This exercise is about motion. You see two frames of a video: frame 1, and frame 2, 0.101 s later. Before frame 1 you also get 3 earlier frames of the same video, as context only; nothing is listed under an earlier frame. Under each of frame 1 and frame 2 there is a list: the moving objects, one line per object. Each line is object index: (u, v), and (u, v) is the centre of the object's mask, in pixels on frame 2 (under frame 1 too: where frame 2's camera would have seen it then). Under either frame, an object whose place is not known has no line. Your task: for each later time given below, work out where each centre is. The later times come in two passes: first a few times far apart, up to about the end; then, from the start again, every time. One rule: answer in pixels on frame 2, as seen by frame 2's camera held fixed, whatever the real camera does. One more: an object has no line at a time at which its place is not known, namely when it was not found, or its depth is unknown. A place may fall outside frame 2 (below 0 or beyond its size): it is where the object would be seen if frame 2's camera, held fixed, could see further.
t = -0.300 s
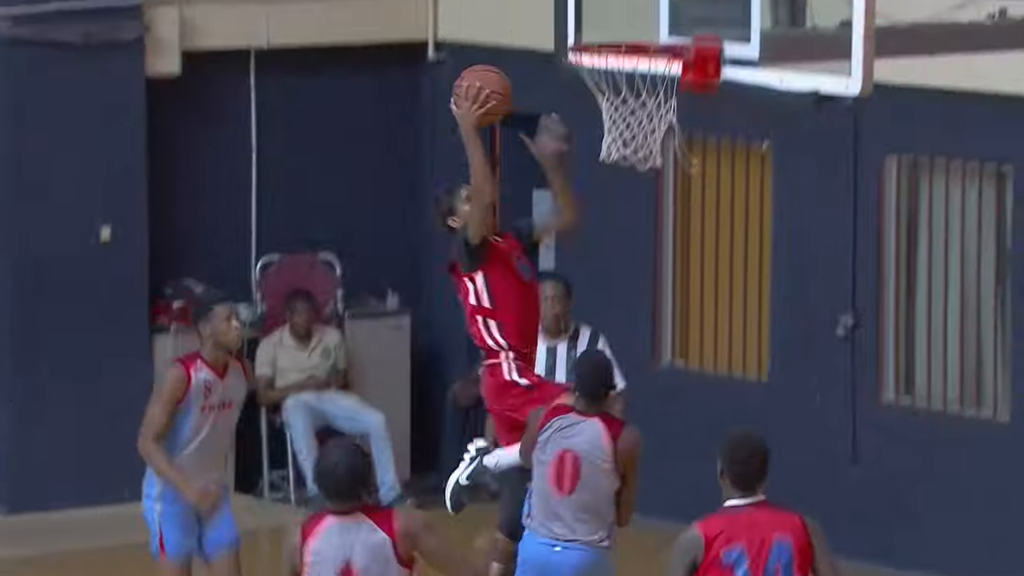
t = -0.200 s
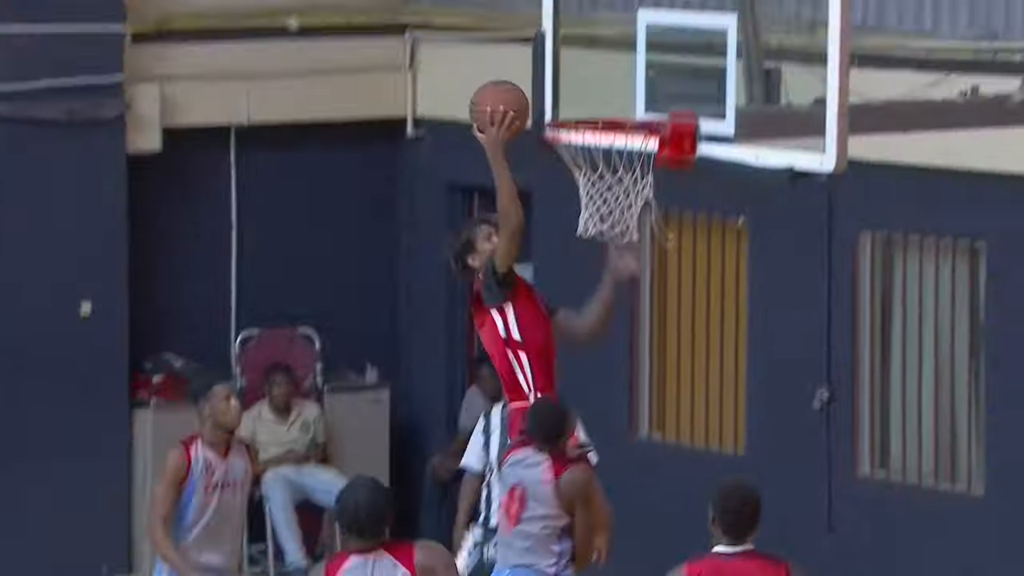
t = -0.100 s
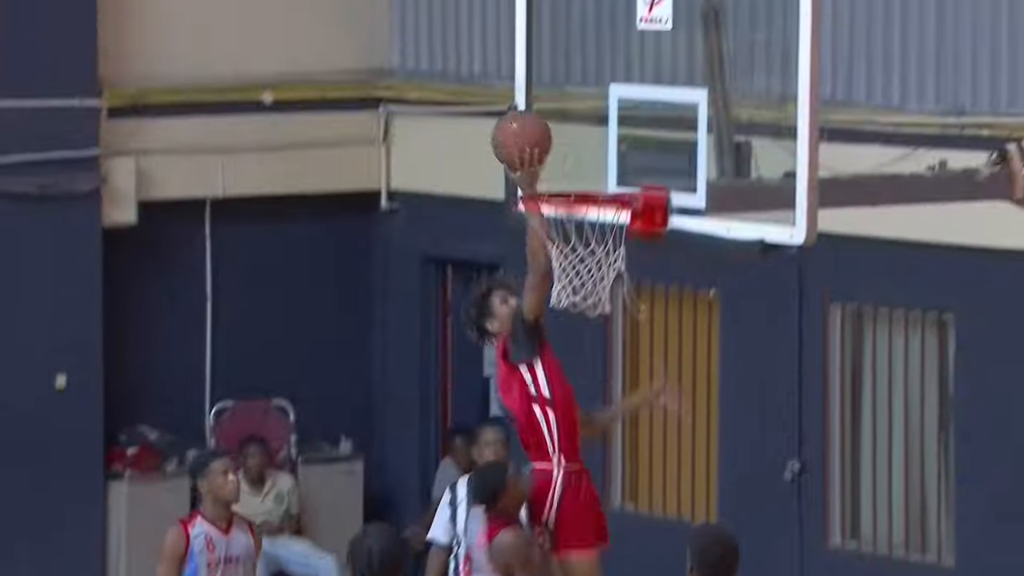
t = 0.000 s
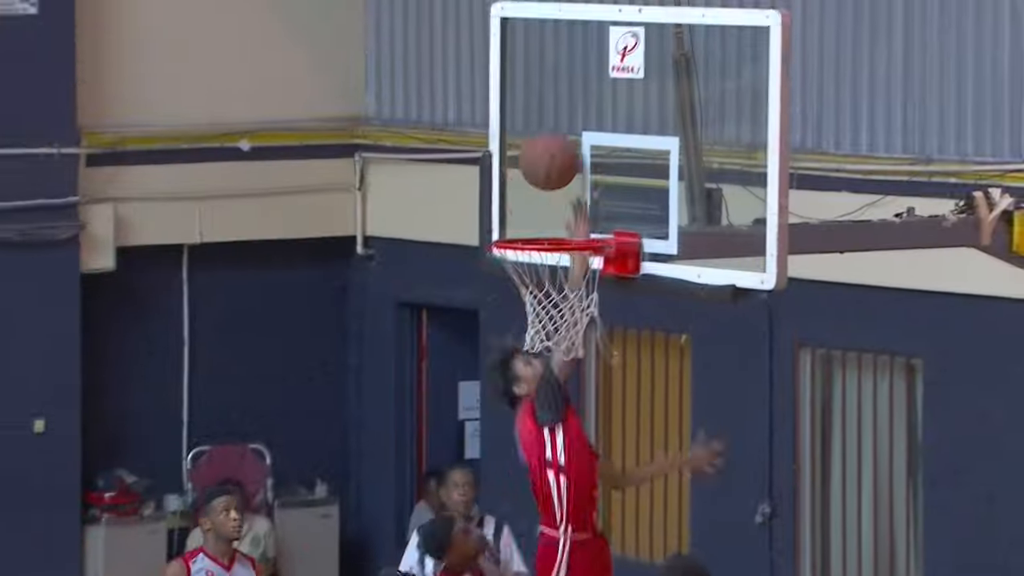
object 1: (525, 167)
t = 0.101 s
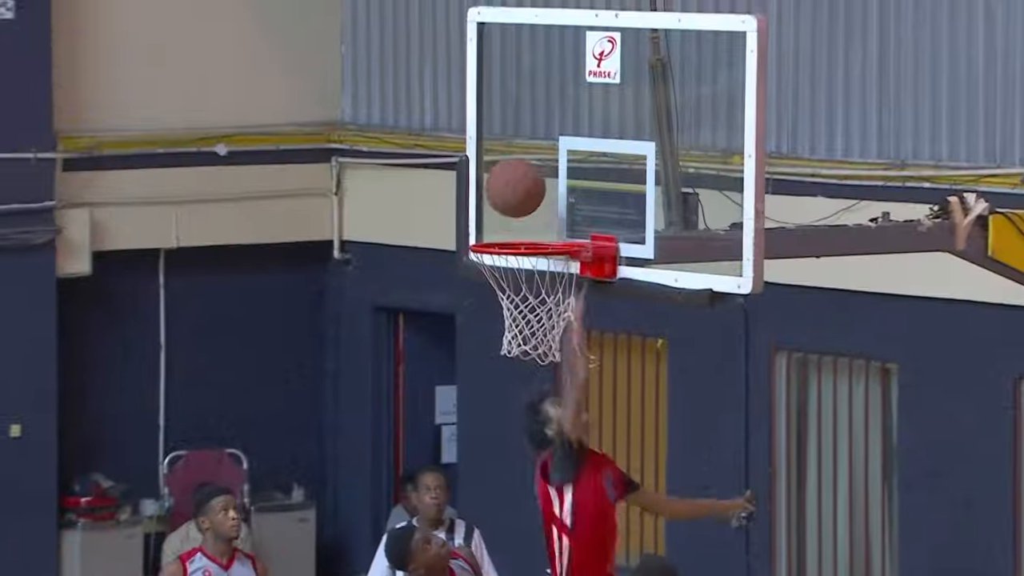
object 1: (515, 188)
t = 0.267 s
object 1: (516, 228)
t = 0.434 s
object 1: (536, 265)
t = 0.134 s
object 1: (511, 201)
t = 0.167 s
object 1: (507, 216)
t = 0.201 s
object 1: (509, 220)
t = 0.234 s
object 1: (512, 223)
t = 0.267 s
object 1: (516, 228)
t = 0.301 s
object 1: (519, 241)
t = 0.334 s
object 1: (522, 249)
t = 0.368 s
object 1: (527, 257)
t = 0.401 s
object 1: (532, 258)
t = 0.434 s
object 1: (536, 265)
